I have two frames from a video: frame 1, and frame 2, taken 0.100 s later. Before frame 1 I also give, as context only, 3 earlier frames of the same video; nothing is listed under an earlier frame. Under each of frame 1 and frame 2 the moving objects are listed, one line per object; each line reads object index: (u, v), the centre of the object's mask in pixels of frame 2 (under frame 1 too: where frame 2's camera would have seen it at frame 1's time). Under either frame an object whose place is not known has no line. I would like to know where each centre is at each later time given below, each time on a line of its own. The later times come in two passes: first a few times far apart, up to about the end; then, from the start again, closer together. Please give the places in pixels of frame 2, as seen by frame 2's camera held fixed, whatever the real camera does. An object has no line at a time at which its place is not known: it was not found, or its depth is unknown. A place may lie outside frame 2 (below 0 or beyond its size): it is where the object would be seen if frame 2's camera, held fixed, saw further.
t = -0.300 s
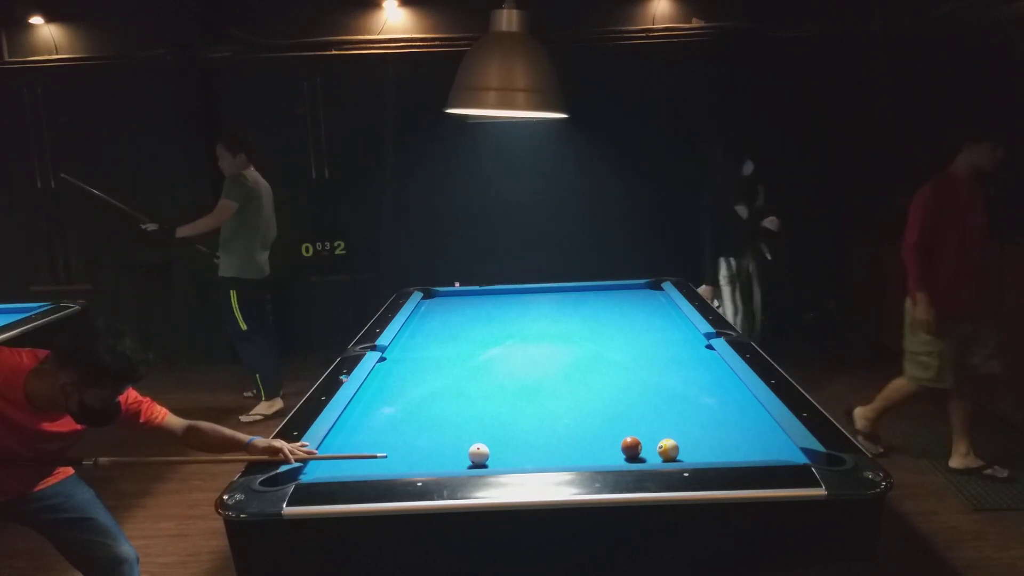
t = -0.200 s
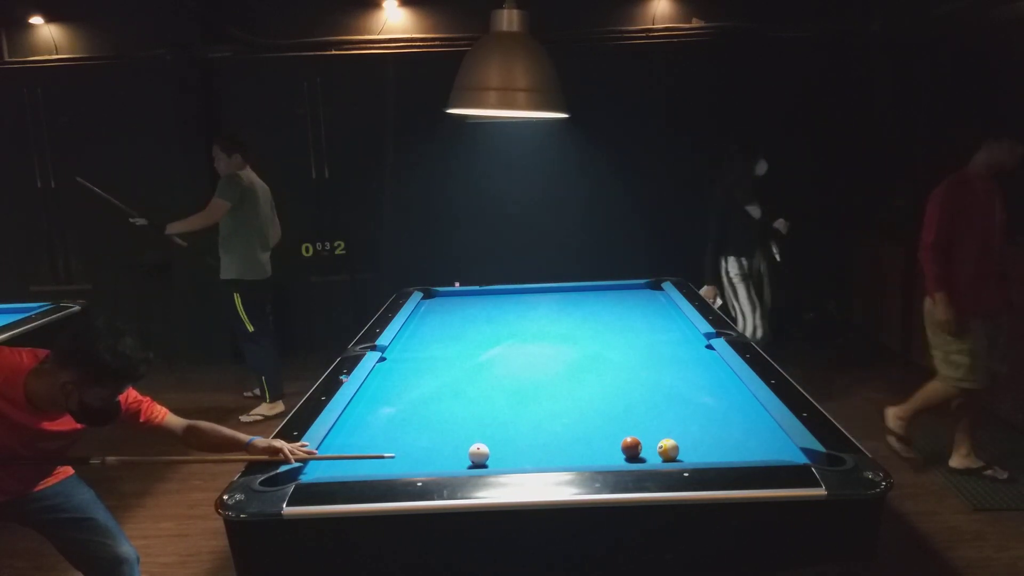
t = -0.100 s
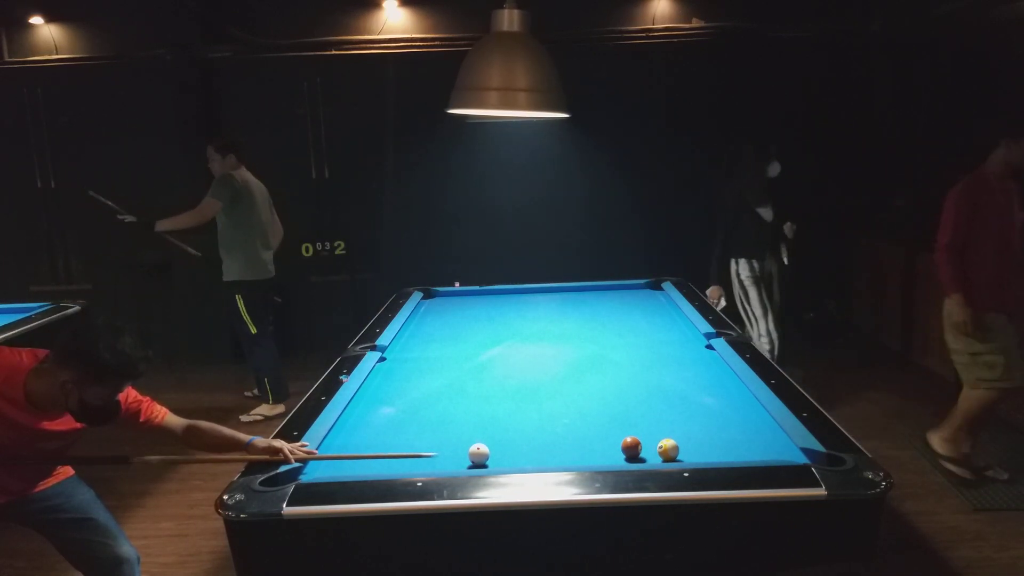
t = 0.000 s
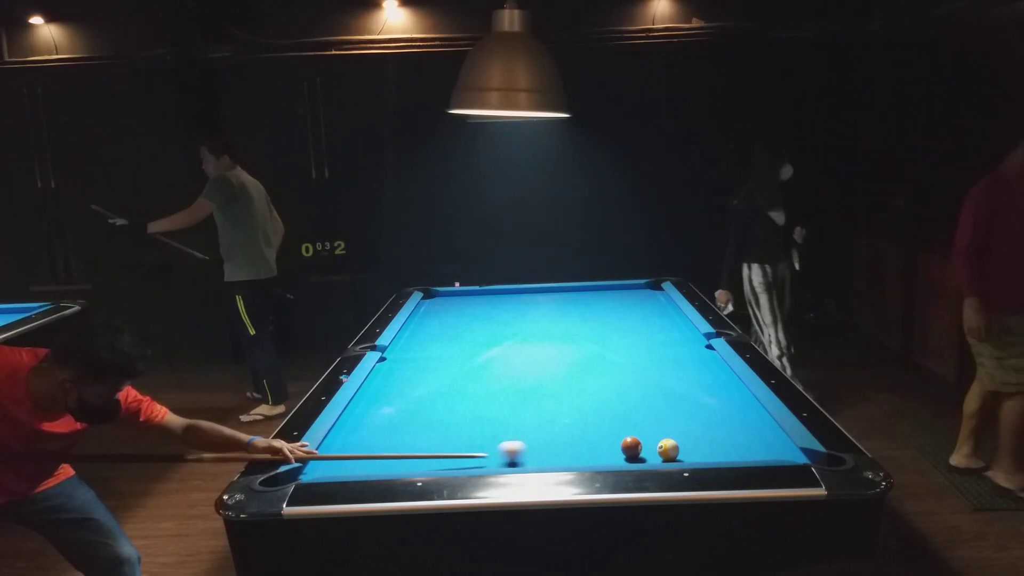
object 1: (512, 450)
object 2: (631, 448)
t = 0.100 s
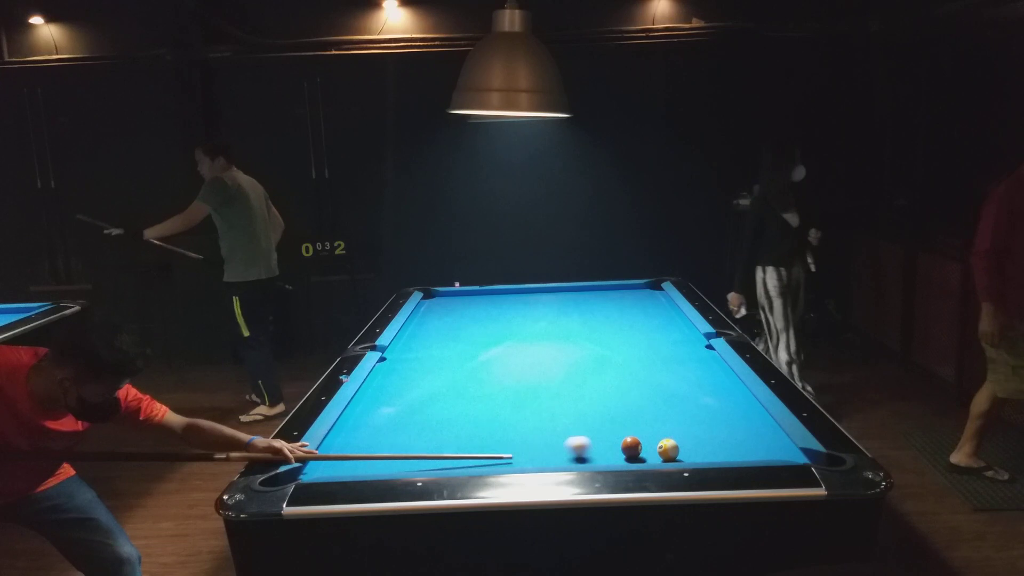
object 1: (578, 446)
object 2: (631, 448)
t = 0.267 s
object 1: (623, 437)
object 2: (647, 449)
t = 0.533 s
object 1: (668, 421)
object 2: (649, 451)
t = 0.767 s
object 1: (703, 410)
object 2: (650, 452)
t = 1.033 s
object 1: (739, 398)
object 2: (650, 452)
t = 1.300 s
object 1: (724, 394)
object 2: (650, 452)
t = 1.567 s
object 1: (703, 392)
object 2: (650, 452)
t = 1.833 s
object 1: (684, 390)
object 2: (650, 452)
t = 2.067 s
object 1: (670, 389)
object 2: (650, 452)
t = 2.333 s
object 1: (656, 388)
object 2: (650, 452)
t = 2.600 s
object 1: (645, 387)
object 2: (650, 452)
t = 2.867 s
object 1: (635, 386)
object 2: (650, 452)
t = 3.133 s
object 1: (628, 386)
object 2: (650, 452)
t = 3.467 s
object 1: (618, 383)
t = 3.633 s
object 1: (620, 385)
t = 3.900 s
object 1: (618, 386)
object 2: (650, 452)
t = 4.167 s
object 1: (618, 386)
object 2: (650, 452)
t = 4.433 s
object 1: (618, 386)
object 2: (649, 452)
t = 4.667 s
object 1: (618, 385)
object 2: (650, 452)
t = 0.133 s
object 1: (597, 445)
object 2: (631, 448)
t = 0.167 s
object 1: (611, 444)
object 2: (636, 447)
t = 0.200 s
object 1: (614, 442)
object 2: (646, 449)
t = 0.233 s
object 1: (618, 439)
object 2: (647, 449)
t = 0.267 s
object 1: (623, 437)
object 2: (647, 449)
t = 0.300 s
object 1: (630, 435)
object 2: (647, 450)
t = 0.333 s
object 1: (635, 433)
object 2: (647, 450)
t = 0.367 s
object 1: (641, 431)
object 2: (648, 450)
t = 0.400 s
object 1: (647, 429)
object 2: (648, 450)
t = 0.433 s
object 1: (652, 427)
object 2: (648, 451)
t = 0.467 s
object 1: (658, 425)
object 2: (648, 451)
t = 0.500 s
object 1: (663, 423)
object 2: (649, 451)
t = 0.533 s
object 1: (668, 421)
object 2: (649, 451)
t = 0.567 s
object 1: (674, 420)
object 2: (649, 451)
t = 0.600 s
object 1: (679, 418)
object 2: (649, 451)
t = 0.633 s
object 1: (684, 416)
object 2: (650, 452)
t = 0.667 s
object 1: (689, 415)
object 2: (650, 452)
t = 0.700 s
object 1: (694, 413)
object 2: (650, 452)
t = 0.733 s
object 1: (698, 411)
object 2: (650, 452)
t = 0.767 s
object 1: (703, 410)
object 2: (650, 452)
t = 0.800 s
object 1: (708, 408)
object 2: (650, 452)
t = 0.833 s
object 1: (713, 406)
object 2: (650, 452)
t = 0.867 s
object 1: (717, 405)
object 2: (650, 452)
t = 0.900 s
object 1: (721, 403)
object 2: (650, 452)
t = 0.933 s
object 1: (726, 402)
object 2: (650, 452)
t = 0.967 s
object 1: (730, 400)
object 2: (650, 452)
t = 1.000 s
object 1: (734, 399)
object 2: (650, 452)
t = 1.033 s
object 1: (739, 398)
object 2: (650, 452)
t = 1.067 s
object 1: (743, 396)
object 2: (650, 452)
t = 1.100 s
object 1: (741, 396)
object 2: (650, 452)
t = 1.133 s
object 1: (738, 395)
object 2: (650, 452)
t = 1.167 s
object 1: (735, 395)
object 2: (650, 452)
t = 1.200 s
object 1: (733, 395)
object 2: (650, 452)
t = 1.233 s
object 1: (730, 394)
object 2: (650, 452)
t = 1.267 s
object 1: (727, 394)
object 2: (650, 452)
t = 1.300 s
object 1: (724, 394)
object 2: (650, 452)
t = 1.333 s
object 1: (722, 394)
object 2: (650, 452)
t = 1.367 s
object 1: (719, 393)
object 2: (650, 452)
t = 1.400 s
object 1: (716, 393)
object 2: (650, 452)
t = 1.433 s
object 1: (713, 393)
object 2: (650, 452)
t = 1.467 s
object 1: (711, 393)
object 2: (650, 452)
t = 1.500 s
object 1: (708, 392)
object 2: (650, 452)
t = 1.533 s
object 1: (705, 392)
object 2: (650, 452)
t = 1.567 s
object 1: (703, 392)
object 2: (650, 452)
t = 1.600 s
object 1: (700, 391)
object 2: (650, 452)
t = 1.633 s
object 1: (698, 391)
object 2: (650, 452)
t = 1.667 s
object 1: (696, 391)
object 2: (650, 452)
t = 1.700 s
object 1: (693, 391)
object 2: (650, 452)
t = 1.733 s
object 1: (691, 391)
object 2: (650, 452)
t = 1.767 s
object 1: (689, 390)
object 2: (650, 452)
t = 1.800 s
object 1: (687, 390)
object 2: (650, 452)
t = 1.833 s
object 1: (684, 390)
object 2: (650, 452)
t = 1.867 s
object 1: (682, 390)
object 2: (650, 452)
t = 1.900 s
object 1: (680, 390)
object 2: (650, 452)
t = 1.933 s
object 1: (678, 390)
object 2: (650, 452)
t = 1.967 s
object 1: (676, 389)
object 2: (650, 452)
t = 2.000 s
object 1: (674, 389)
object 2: (650, 452)
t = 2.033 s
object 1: (672, 389)
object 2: (650, 452)
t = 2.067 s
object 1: (670, 389)
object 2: (650, 452)
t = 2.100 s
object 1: (668, 389)
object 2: (650, 452)
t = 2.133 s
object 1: (667, 389)
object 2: (650, 452)
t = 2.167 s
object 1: (665, 388)
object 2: (650, 452)
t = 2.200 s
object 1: (663, 388)
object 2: (650, 452)
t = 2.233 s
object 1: (661, 388)
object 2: (650, 452)
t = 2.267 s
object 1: (660, 388)
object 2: (650, 452)
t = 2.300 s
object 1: (658, 388)
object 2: (650, 452)
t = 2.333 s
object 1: (656, 388)
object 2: (650, 452)
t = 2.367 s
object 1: (655, 387)
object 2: (650, 452)
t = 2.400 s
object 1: (653, 387)
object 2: (650, 452)
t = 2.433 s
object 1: (652, 387)
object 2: (650, 452)
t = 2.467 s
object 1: (650, 387)
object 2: (650, 452)
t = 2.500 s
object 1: (649, 387)
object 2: (650, 452)
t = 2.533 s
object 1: (647, 387)
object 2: (650, 452)
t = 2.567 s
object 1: (646, 386)
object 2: (650, 452)
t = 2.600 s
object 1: (645, 387)
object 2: (650, 452)
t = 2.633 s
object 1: (643, 387)
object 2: (650, 452)
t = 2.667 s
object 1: (642, 387)
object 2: (650, 452)
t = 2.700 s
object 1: (641, 386)
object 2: (650, 452)
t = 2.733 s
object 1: (639, 386)
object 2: (650, 452)
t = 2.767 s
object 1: (638, 386)
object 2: (650, 452)
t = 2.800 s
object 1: (637, 386)
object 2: (650, 452)
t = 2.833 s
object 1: (636, 386)
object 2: (650, 452)
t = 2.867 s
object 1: (635, 386)
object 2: (650, 452)
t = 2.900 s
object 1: (634, 386)
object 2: (650, 452)
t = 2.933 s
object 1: (633, 386)
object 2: (650, 452)
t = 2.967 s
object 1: (632, 386)
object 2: (650, 452)
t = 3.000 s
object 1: (631, 386)
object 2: (650, 452)
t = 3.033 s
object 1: (630, 386)
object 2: (650, 452)
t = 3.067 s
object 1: (629, 386)
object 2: (650, 452)
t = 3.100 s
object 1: (628, 386)
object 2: (650, 452)
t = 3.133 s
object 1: (628, 386)
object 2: (650, 452)
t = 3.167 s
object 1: (629, 385)
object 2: (650, 452)
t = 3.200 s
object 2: (652, 452)
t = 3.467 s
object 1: (618, 383)
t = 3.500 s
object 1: (621, 385)
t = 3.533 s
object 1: (621, 385)
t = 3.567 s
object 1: (620, 385)
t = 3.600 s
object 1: (620, 385)
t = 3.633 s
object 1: (620, 385)
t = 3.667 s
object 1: (619, 386)
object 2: (646, 449)
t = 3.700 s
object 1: (619, 385)
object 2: (649, 451)
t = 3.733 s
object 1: (619, 385)
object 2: (650, 452)
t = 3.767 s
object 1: (619, 385)
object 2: (650, 452)
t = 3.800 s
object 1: (619, 385)
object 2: (650, 452)
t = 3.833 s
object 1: (618, 385)
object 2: (650, 452)
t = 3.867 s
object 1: (619, 385)
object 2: (650, 452)
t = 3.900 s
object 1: (618, 386)
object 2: (650, 452)
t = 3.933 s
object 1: (618, 385)
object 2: (650, 452)
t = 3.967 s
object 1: (618, 386)
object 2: (650, 452)
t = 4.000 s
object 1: (618, 385)
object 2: (650, 452)
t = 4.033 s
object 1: (618, 385)
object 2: (651, 452)
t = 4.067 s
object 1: (618, 385)
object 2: (650, 452)
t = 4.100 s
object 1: (618, 386)
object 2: (650, 452)
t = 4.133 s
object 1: (619, 385)
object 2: (651, 452)
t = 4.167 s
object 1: (618, 386)
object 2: (650, 452)
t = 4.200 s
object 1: (619, 386)
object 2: (651, 452)
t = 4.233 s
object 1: (618, 386)
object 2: (650, 452)
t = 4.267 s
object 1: (618, 385)
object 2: (650, 452)
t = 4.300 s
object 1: (619, 386)
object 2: (650, 452)
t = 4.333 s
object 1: (618, 385)
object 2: (650, 451)
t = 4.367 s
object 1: (618, 385)
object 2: (650, 452)
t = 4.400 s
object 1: (619, 385)
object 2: (650, 452)
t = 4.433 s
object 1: (618, 386)
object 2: (649, 452)
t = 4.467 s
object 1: (619, 386)
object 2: (649, 451)
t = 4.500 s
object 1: (618, 386)
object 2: (649, 452)
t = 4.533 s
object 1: (619, 385)
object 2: (650, 452)
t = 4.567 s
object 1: (618, 385)
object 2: (650, 452)
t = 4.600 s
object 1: (618, 386)
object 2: (650, 452)
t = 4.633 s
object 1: (618, 385)
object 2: (650, 452)
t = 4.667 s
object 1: (618, 385)
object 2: (650, 452)
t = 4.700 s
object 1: (618, 386)
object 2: (650, 452)
